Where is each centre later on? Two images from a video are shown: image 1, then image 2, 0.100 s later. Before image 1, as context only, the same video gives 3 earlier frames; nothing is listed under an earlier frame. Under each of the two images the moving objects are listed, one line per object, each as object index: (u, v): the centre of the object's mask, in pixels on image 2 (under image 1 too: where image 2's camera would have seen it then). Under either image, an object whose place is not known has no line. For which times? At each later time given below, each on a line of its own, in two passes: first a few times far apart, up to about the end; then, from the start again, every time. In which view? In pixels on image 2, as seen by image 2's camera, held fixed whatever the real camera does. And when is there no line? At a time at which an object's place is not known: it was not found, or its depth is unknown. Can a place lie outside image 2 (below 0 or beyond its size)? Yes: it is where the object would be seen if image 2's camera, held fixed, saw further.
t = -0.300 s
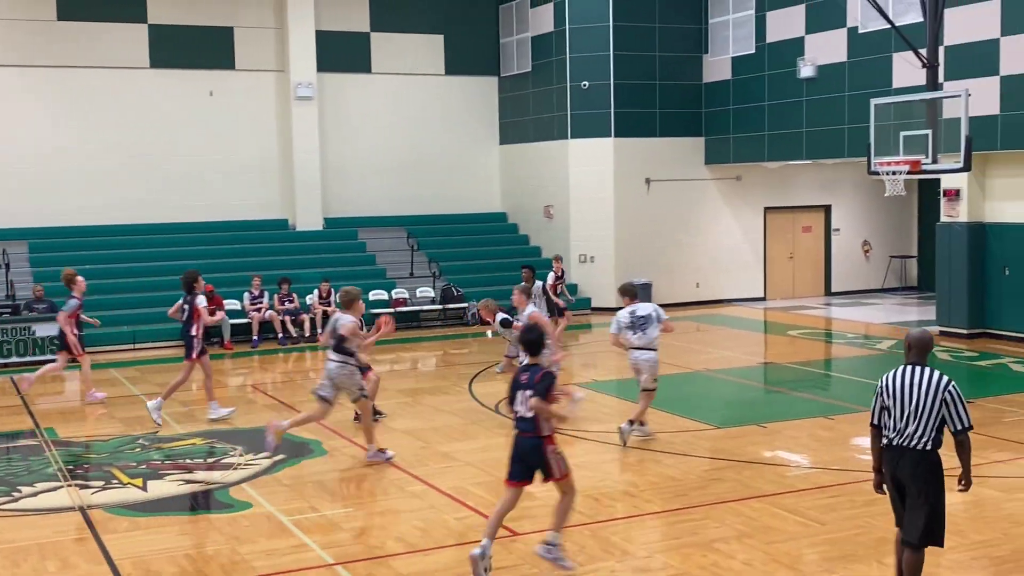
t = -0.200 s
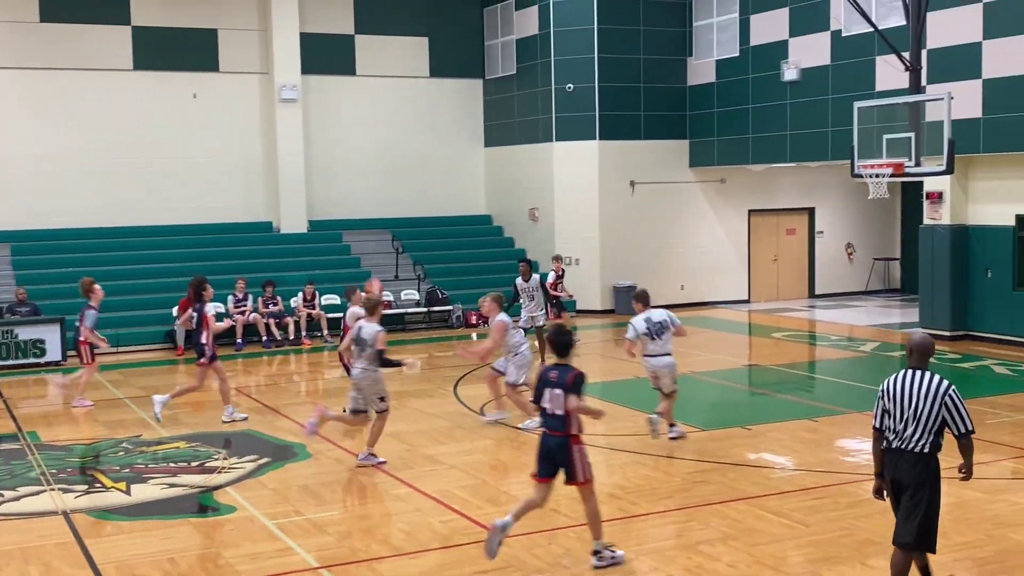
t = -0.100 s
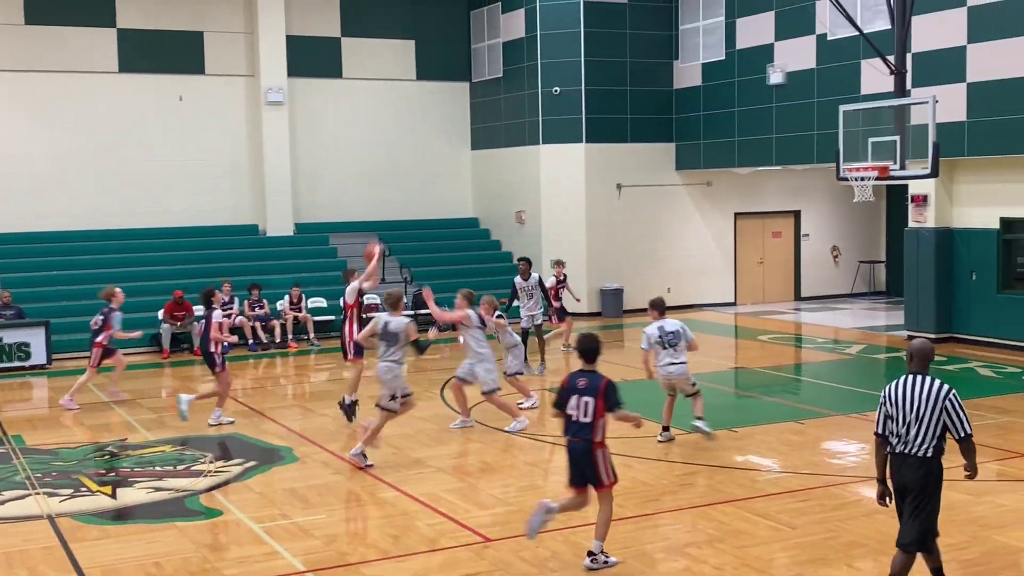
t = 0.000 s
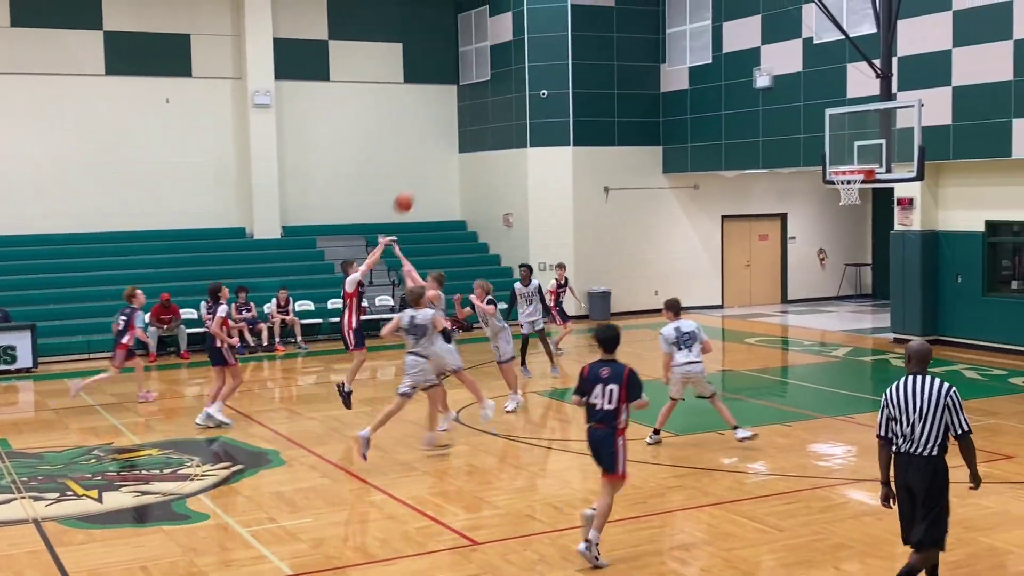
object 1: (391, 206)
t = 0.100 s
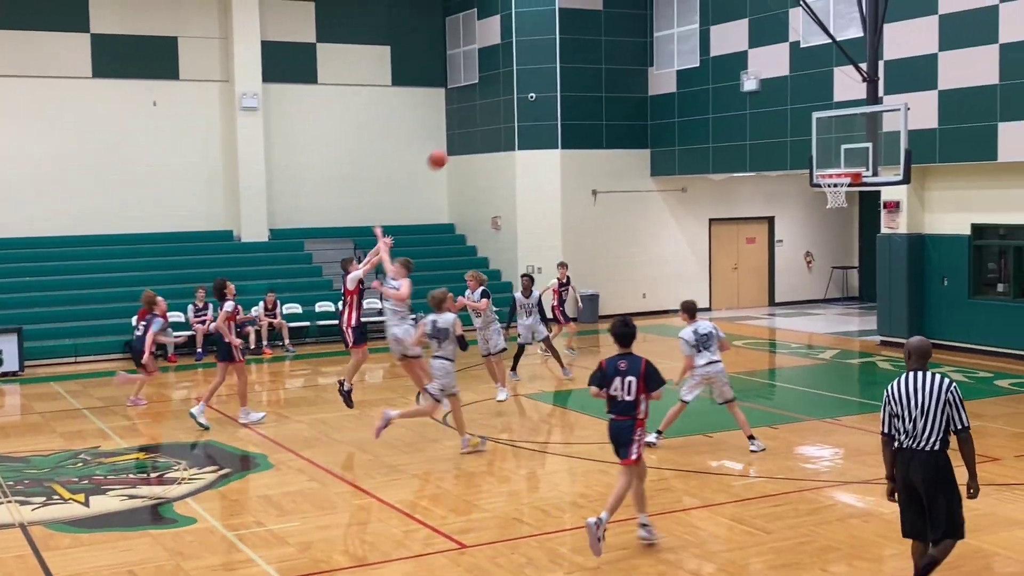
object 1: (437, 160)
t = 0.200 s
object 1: (482, 122)
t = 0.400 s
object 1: (568, 73)
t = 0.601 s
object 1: (647, 56)
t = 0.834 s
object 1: (734, 72)
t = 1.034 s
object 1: (805, 115)
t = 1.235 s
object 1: (839, 163)
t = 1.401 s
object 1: (795, 169)
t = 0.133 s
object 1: (452, 145)
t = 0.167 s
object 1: (467, 133)
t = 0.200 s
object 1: (482, 122)
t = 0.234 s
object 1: (496, 112)
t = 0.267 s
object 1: (510, 102)
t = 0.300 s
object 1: (525, 93)
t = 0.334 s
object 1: (539, 86)
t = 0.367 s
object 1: (553, 79)
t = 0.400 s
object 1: (568, 73)
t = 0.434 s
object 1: (580, 68)
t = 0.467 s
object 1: (594, 64)
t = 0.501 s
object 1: (608, 61)
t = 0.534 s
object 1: (621, 58)
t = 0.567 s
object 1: (634, 57)
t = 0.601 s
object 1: (647, 56)
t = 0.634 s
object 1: (660, 56)
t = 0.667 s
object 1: (673, 57)
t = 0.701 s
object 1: (685, 59)
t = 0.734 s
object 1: (699, 61)
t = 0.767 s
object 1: (711, 64)
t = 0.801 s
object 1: (723, 68)
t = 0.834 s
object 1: (734, 72)
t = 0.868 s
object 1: (747, 77)
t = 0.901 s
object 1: (760, 85)
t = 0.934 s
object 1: (771, 91)
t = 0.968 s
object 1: (783, 98)
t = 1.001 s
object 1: (794, 106)
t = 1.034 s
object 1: (805, 115)
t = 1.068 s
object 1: (817, 125)
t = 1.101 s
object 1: (829, 134)
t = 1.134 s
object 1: (839, 145)
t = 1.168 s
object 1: (851, 158)
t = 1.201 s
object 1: (848, 164)
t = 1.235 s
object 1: (839, 163)
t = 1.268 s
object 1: (830, 163)
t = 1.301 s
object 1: (822, 163)
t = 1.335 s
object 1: (813, 164)
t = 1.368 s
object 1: (803, 166)
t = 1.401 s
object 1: (795, 169)
